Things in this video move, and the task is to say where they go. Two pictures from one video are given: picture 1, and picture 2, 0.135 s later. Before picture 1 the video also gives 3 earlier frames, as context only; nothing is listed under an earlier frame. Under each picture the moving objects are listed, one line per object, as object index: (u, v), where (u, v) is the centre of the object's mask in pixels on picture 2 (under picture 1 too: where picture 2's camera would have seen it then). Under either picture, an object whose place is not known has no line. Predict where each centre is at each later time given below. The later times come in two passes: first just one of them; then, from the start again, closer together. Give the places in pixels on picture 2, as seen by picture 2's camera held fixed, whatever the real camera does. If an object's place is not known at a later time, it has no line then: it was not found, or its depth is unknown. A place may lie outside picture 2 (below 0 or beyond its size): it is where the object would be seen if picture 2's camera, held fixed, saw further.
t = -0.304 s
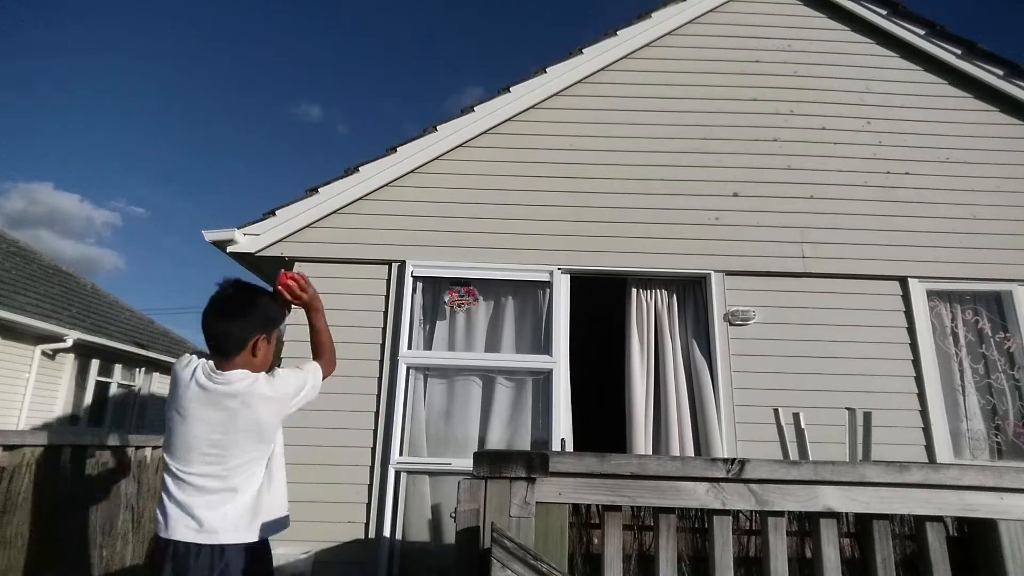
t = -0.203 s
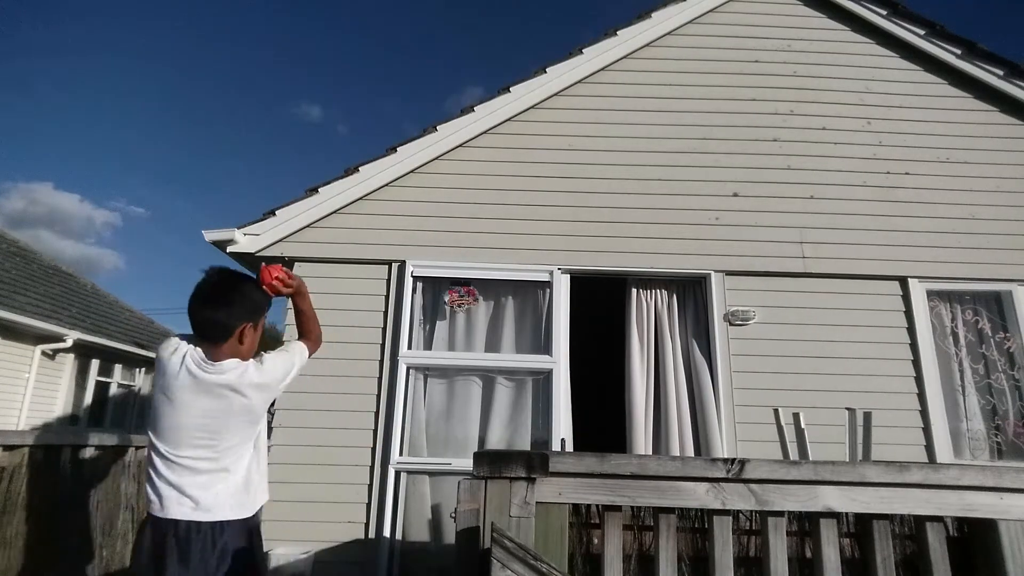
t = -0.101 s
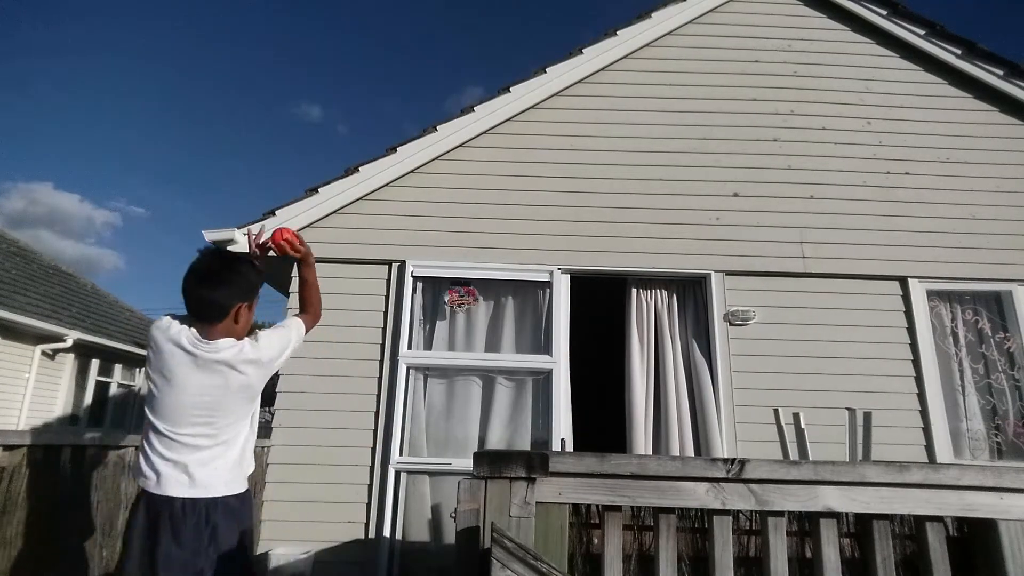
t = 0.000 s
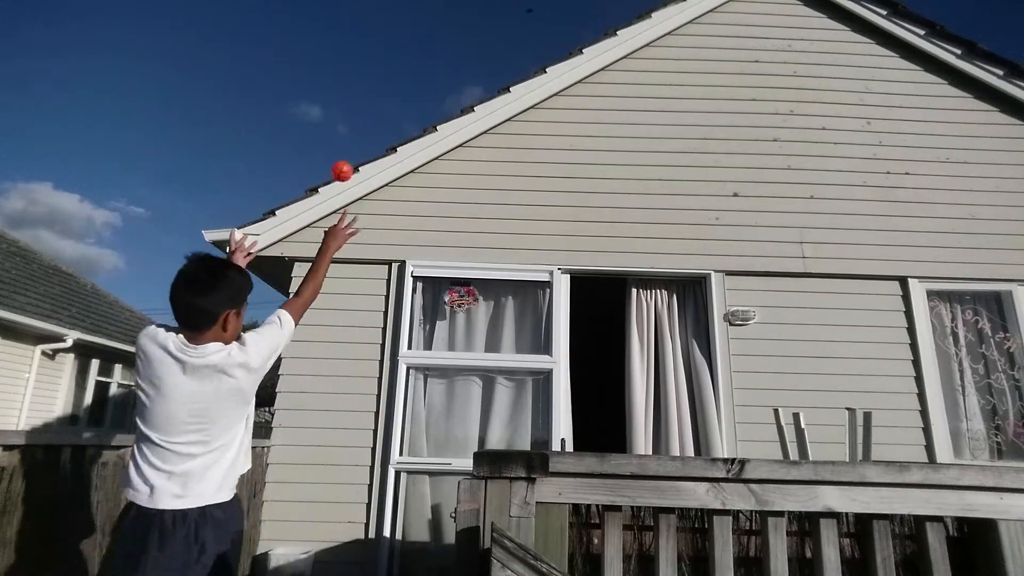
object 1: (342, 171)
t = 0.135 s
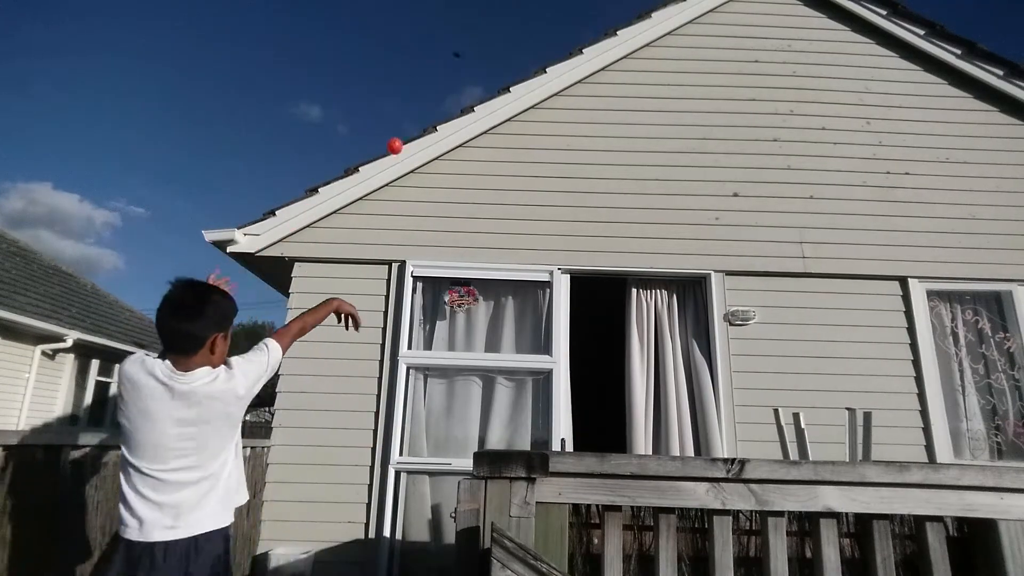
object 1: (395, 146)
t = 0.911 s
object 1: (457, 418)
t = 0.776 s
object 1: (458, 320)
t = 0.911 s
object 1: (457, 418)
